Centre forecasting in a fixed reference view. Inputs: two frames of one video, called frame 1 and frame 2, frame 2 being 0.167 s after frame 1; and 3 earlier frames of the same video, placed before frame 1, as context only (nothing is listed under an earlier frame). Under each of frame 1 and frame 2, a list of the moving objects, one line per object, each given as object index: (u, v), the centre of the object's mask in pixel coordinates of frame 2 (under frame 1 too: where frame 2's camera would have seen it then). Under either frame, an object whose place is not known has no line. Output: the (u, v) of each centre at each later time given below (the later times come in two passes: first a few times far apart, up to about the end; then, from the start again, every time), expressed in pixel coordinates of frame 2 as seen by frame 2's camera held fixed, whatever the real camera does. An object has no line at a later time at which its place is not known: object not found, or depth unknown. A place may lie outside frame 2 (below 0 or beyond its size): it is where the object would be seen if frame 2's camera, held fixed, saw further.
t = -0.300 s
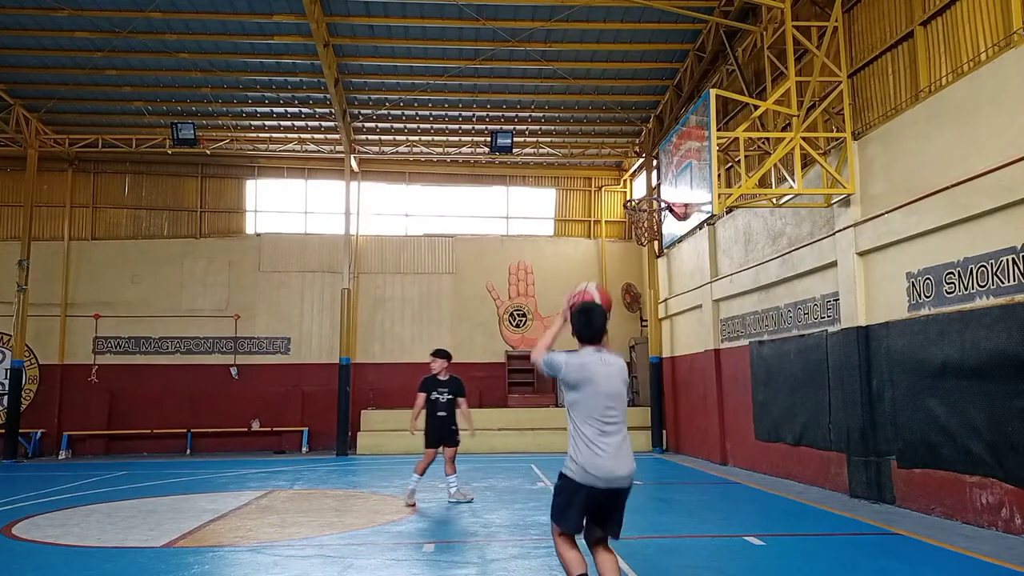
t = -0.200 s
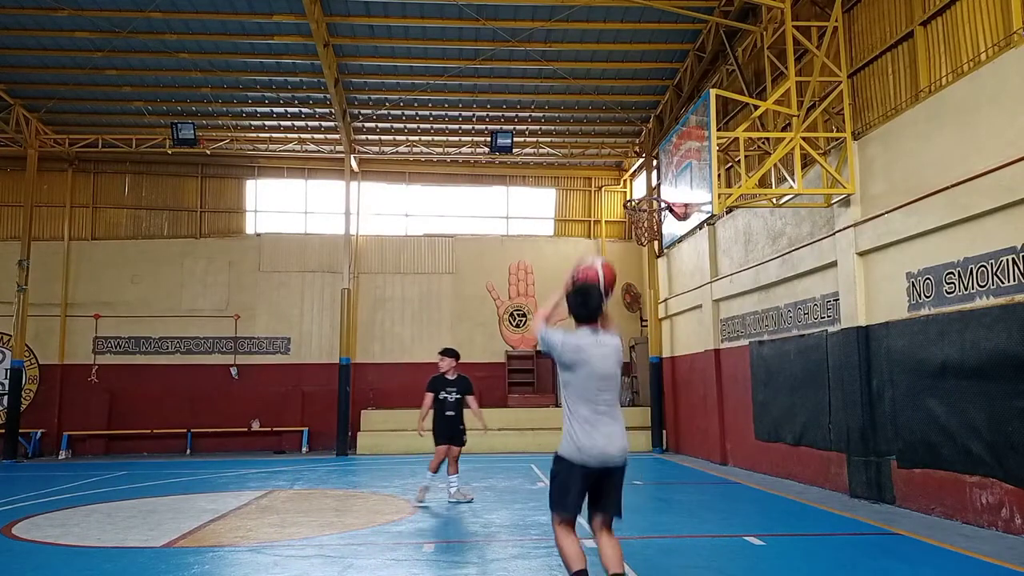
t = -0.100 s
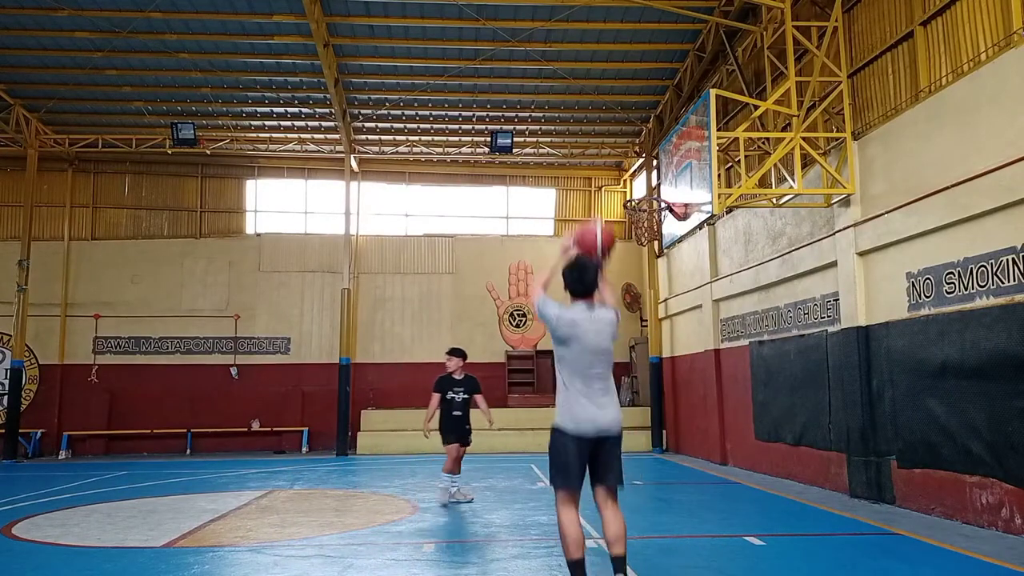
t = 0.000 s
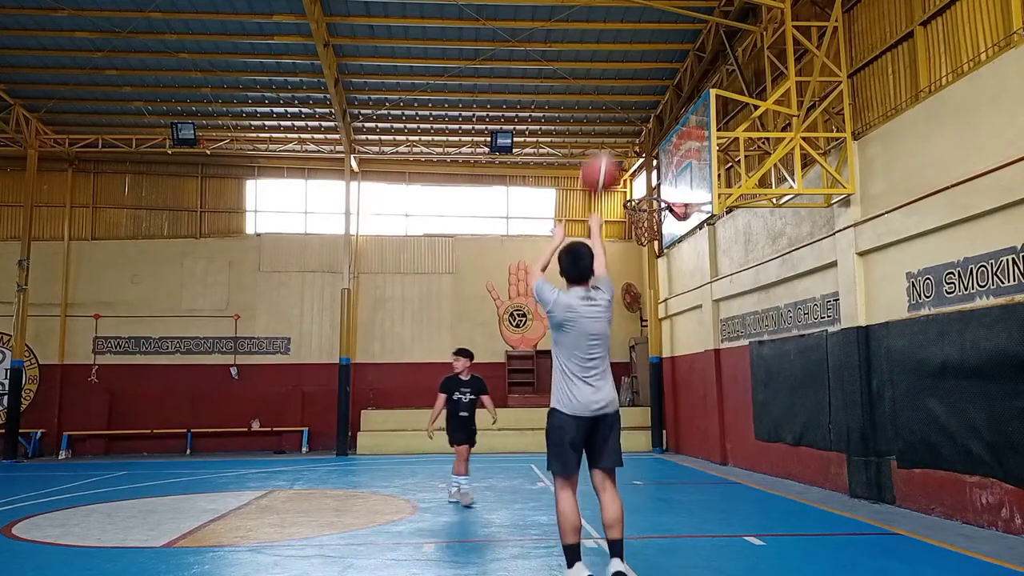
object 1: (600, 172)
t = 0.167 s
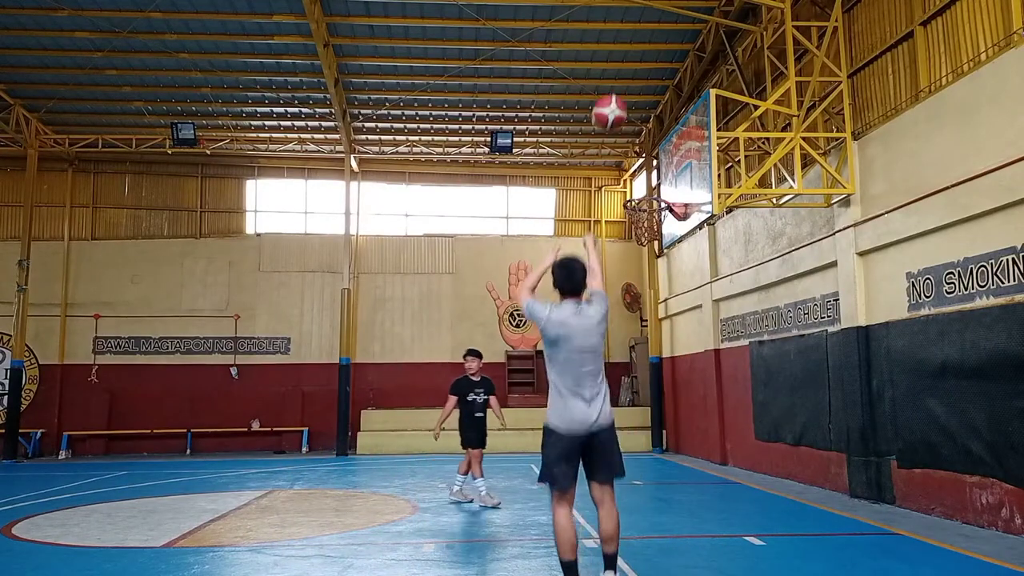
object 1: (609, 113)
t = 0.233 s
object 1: (612, 102)
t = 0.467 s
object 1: (622, 108)
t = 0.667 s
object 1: (629, 155)
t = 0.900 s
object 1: (612, 165)
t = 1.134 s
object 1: (576, 160)
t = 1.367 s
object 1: (540, 207)
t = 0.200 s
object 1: (611, 106)
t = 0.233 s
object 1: (612, 102)
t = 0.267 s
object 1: (614, 99)
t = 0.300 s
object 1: (615, 98)
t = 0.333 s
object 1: (617, 97)
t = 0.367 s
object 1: (618, 98)
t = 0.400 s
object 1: (619, 100)
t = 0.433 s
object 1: (620, 104)
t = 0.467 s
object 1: (622, 108)
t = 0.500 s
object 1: (623, 114)
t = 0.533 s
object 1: (624, 121)
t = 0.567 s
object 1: (626, 128)
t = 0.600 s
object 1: (627, 136)
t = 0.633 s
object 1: (628, 145)
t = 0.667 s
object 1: (629, 155)
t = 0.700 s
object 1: (630, 164)
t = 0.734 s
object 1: (630, 176)
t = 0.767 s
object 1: (632, 187)
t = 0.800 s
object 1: (627, 182)
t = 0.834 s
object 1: (623, 174)
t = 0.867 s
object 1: (617, 170)
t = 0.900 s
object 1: (612, 165)
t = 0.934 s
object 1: (609, 162)
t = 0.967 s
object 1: (603, 158)
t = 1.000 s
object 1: (597, 156)
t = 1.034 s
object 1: (593, 156)
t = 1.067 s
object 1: (588, 156)
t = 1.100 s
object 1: (582, 158)
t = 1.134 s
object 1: (576, 160)
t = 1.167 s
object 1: (571, 163)
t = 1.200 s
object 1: (566, 167)
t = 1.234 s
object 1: (561, 174)
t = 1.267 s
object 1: (556, 178)
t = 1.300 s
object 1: (551, 186)
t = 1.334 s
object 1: (545, 196)
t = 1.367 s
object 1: (540, 207)
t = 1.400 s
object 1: (534, 219)
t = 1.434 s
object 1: (529, 233)
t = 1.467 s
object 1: (525, 245)
